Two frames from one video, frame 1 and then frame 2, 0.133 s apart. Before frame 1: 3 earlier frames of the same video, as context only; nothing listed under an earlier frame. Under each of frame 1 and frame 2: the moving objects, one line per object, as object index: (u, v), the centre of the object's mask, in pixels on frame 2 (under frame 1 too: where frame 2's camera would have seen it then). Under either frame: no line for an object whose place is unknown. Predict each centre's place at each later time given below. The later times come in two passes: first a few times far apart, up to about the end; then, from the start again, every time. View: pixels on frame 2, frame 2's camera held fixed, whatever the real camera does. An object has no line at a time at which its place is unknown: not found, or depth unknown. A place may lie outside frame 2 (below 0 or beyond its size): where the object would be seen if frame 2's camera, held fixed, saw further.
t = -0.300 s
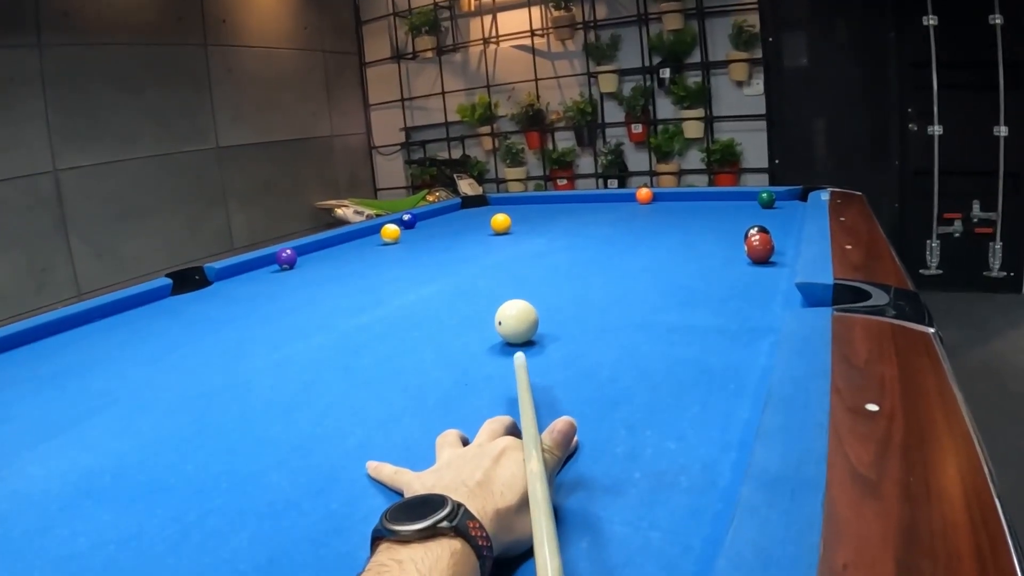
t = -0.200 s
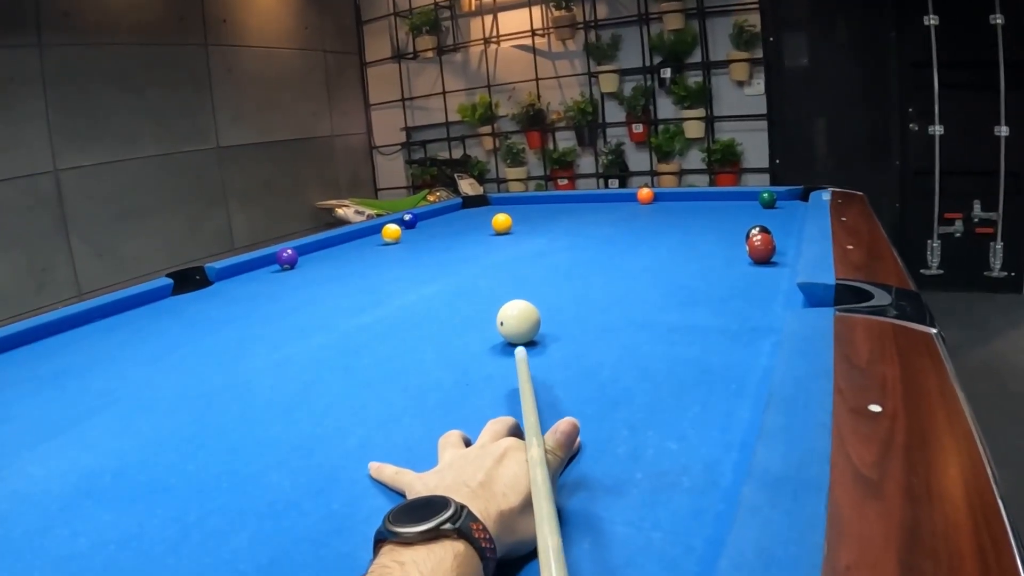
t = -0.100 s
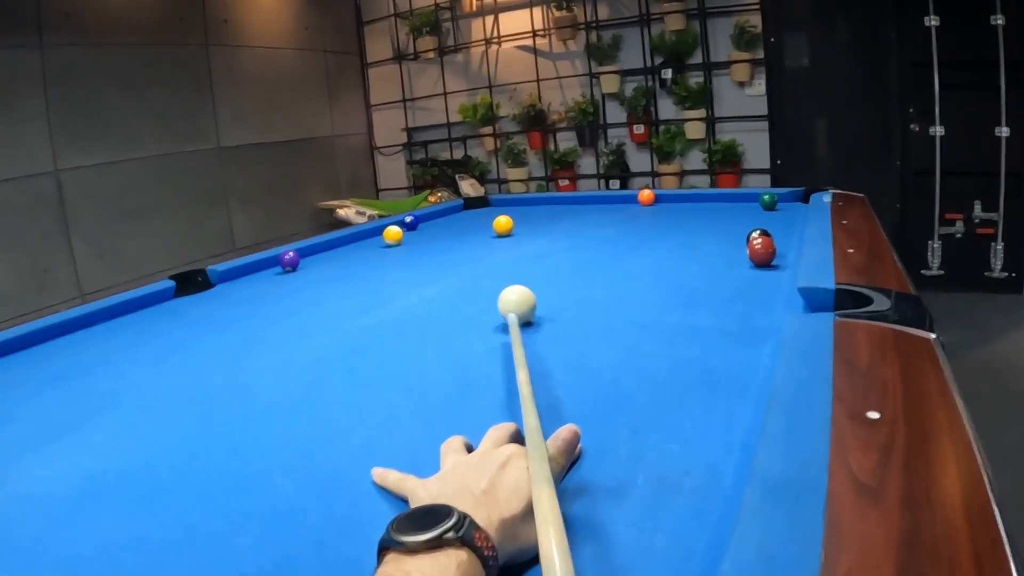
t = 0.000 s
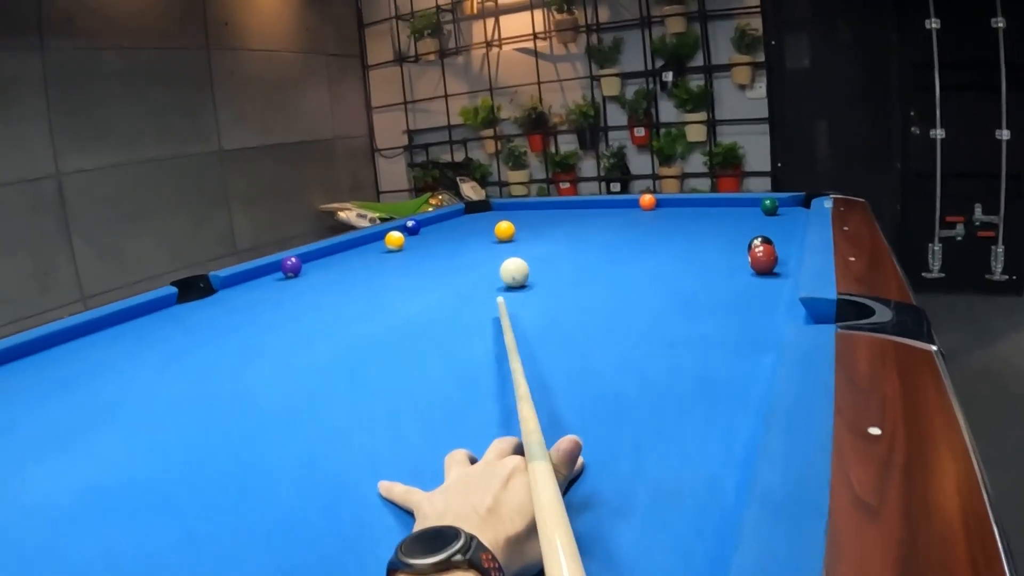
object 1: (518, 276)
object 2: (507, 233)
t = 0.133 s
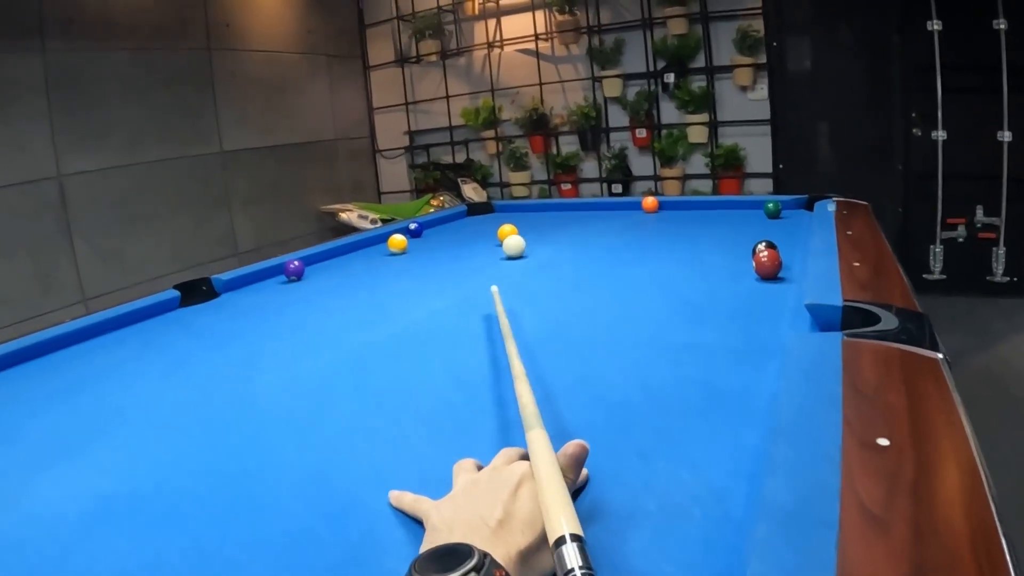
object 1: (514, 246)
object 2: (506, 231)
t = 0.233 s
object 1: (518, 236)
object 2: (502, 230)
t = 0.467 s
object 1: (541, 229)
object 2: (483, 216)
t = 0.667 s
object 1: (556, 221)
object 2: (479, 209)
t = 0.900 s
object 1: (569, 214)
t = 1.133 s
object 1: (581, 208)
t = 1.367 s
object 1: (576, 208)
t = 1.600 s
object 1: (557, 212)
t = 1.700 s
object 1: (549, 213)
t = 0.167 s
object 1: (513, 241)
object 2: (505, 230)
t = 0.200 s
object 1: (514, 237)
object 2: (503, 231)
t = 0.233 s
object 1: (518, 236)
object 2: (502, 230)
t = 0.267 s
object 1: (522, 236)
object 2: (499, 228)
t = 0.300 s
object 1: (526, 235)
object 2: (496, 225)
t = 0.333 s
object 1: (530, 234)
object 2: (493, 223)
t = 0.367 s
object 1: (533, 233)
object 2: (490, 221)
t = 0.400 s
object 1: (536, 231)
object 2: (487, 219)
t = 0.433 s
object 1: (539, 230)
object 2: (485, 218)
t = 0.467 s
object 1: (541, 229)
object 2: (483, 216)
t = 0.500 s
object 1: (544, 227)
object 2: (482, 215)
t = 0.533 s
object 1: (546, 226)
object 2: (480, 213)
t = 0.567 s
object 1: (549, 225)
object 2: (478, 212)
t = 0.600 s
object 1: (551, 223)
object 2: (476, 211)
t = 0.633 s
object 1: (554, 222)
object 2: (475, 210)
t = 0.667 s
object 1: (556, 221)
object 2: (479, 209)
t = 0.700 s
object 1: (558, 220)
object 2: (483, 208)
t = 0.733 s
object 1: (560, 219)
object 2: (486, 209)
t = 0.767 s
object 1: (562, 218)
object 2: (484, 213)
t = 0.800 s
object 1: (564, 217)
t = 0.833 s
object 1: (566, 216)
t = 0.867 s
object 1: (568, 215)
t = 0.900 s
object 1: (569, 214)
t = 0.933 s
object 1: (571, 214)
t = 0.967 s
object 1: (573, 213)
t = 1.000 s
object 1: (575, 212)
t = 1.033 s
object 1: (577, 211)
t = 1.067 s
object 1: (578, 210)
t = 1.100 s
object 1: (580, 209)
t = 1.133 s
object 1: (581, 208)
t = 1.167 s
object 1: (583, 208)
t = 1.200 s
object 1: (585, 207)
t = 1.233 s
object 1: (586, 206)
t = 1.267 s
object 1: (584, 206)
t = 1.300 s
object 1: (582, 207)
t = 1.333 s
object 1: (579, 208)
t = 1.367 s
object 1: (576, 208)
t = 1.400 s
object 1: (574, 208)
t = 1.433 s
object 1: (571, 209)
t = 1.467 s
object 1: (568, 209)
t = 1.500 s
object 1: (565, 210)
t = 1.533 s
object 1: (563, 211)
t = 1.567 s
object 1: (560, 211)
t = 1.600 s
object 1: (557, 212)
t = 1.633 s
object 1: (554, 212)
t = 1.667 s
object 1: (551, 213)
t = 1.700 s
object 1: (549, 213)
